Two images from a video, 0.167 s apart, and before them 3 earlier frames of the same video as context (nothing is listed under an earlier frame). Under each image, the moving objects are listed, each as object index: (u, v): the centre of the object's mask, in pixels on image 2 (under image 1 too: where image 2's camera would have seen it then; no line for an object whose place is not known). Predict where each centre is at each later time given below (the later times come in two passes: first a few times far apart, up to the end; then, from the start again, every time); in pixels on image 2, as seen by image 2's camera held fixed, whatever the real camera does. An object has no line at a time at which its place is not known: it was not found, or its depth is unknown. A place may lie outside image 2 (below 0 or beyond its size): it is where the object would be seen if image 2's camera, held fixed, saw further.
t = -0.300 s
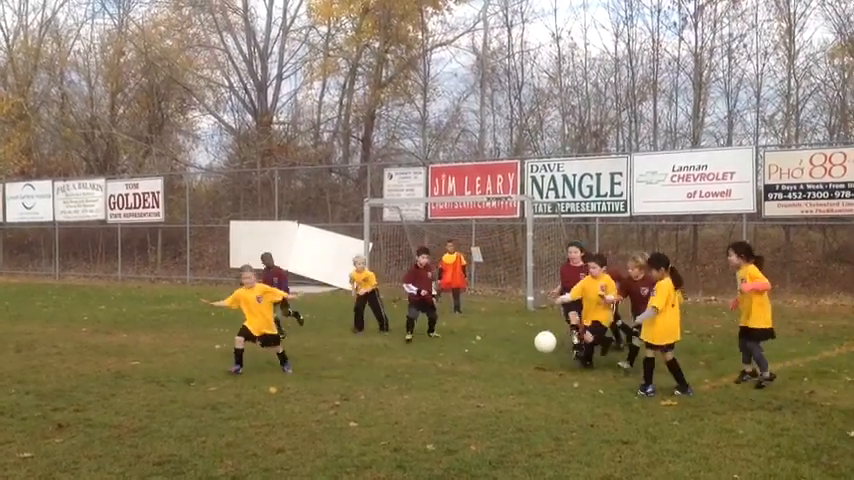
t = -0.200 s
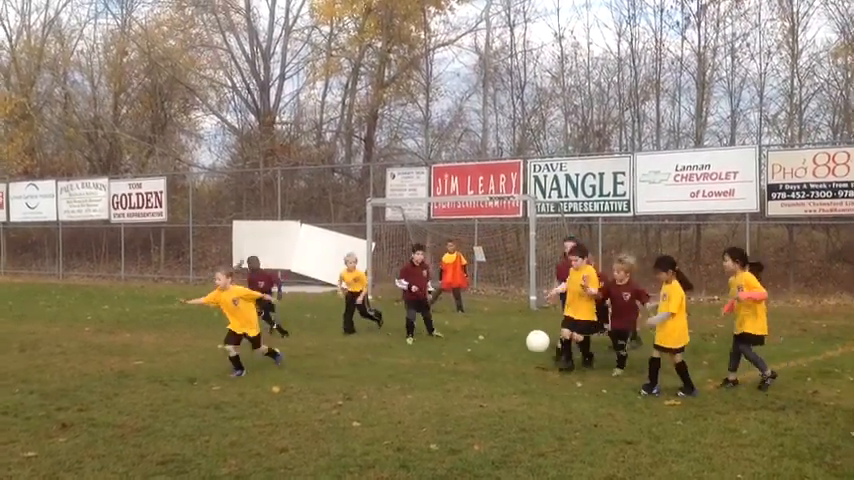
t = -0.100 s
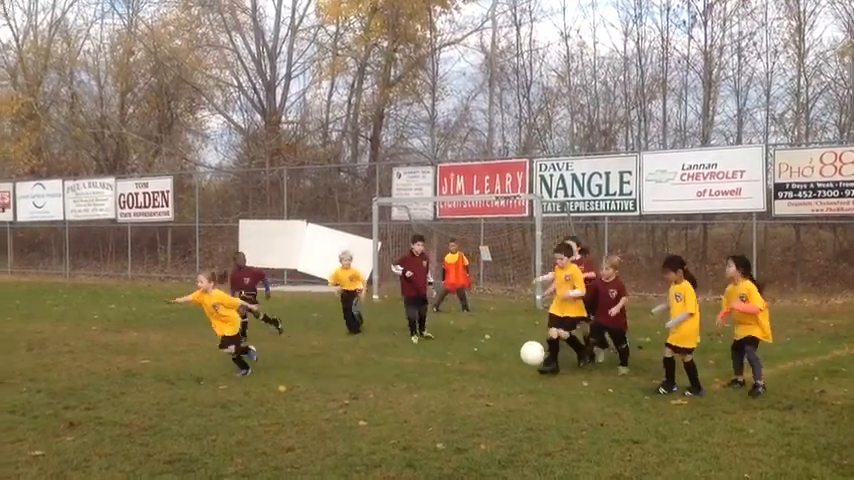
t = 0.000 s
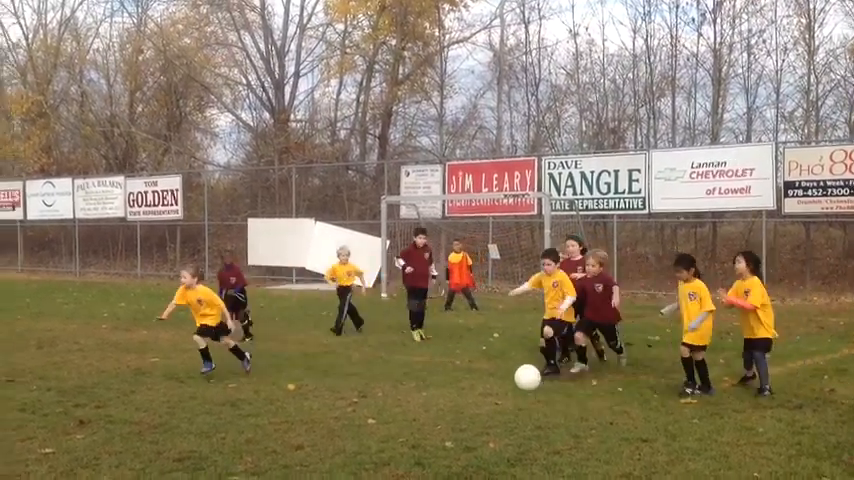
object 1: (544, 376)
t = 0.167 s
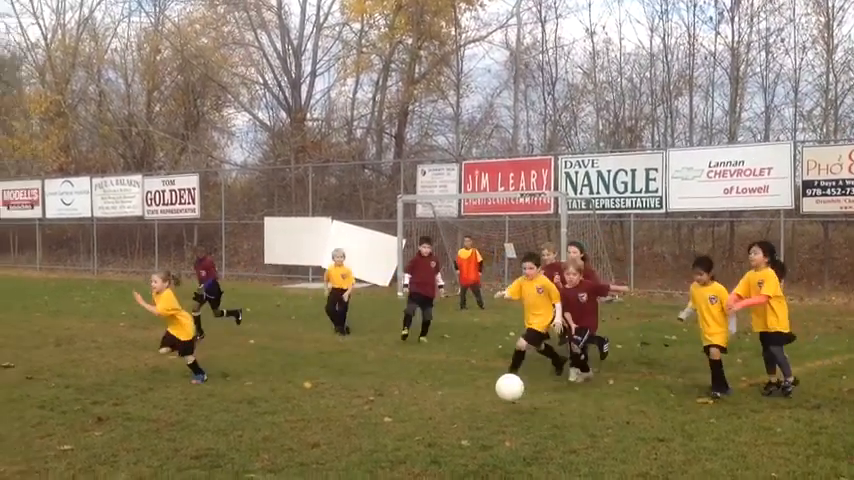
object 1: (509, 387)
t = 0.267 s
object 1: (483, 388)
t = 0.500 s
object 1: (414, 423)
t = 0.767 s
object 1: (321, 446)
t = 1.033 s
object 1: (213, 471)
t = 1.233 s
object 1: (122, 497)
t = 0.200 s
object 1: (500, 386)
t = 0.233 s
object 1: (491, 386)
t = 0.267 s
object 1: (483, 388)
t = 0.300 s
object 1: (474, 390)
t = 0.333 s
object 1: (464, 394)
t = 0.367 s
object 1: (454, 401)
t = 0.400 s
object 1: (444, 410)
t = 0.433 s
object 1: (434, 420)
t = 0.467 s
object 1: (424, 426)
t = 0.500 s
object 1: (414, 423)
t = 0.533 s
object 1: (403, 422)
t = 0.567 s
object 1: (392, 423)
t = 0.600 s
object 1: (380, 426)
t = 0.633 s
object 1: (369, 431)
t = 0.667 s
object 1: (358, 437)
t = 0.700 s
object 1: (346, 444)
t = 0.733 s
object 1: (334, 445)
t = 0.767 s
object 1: (321, 446)
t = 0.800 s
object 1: (308, 449)
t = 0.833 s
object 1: (296, 454)
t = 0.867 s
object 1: (283, 456)
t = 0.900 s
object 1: (270, 459)
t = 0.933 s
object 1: (256, 462)
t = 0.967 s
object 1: (241, 467)
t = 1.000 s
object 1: (227, 469)
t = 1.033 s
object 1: (213, 471)
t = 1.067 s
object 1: (199, 475)
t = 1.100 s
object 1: (184, 481)
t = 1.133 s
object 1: (170, 484)
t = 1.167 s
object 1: (154, 489)
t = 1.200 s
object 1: (138, 493)
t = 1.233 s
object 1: (122, 497)
